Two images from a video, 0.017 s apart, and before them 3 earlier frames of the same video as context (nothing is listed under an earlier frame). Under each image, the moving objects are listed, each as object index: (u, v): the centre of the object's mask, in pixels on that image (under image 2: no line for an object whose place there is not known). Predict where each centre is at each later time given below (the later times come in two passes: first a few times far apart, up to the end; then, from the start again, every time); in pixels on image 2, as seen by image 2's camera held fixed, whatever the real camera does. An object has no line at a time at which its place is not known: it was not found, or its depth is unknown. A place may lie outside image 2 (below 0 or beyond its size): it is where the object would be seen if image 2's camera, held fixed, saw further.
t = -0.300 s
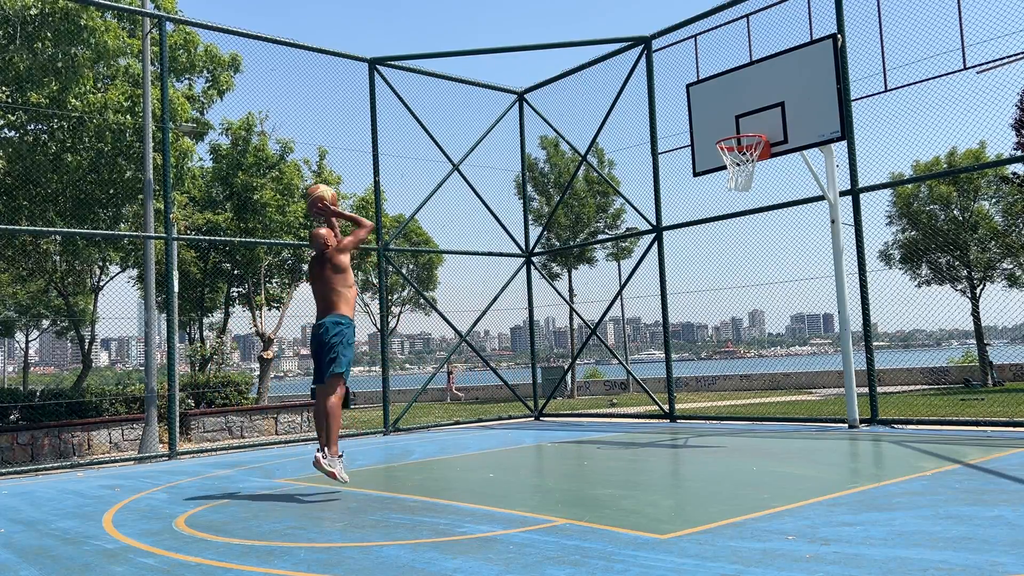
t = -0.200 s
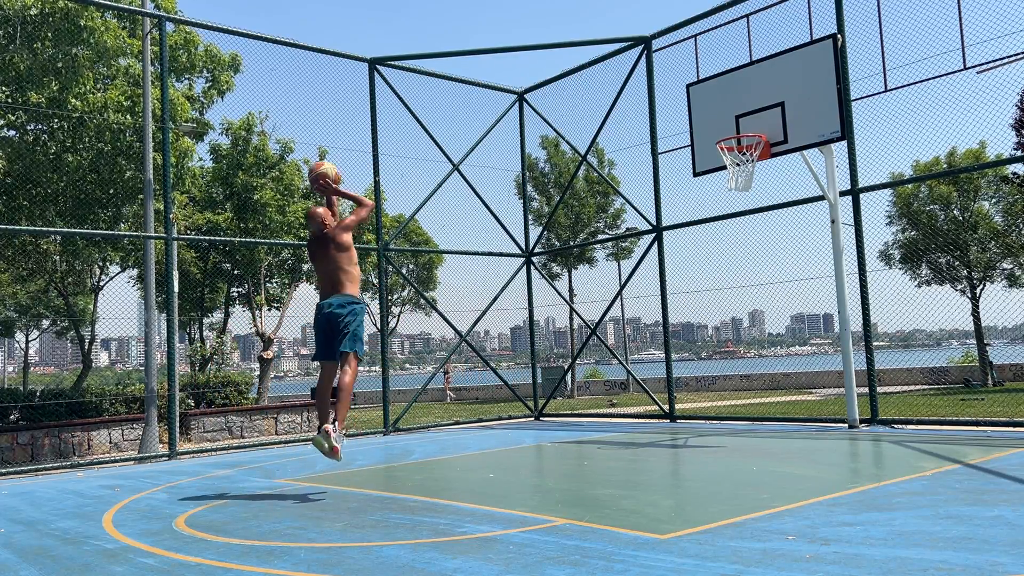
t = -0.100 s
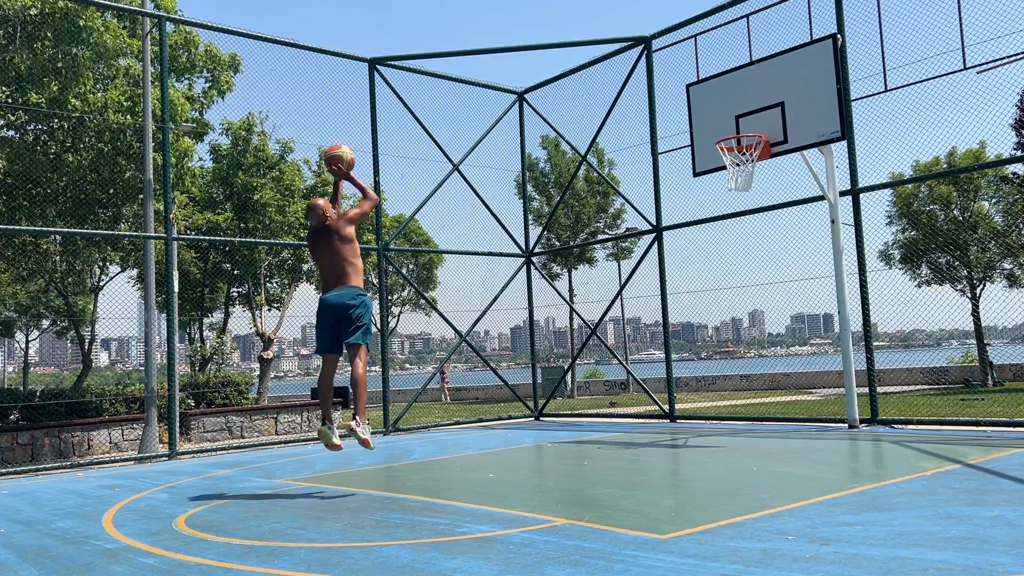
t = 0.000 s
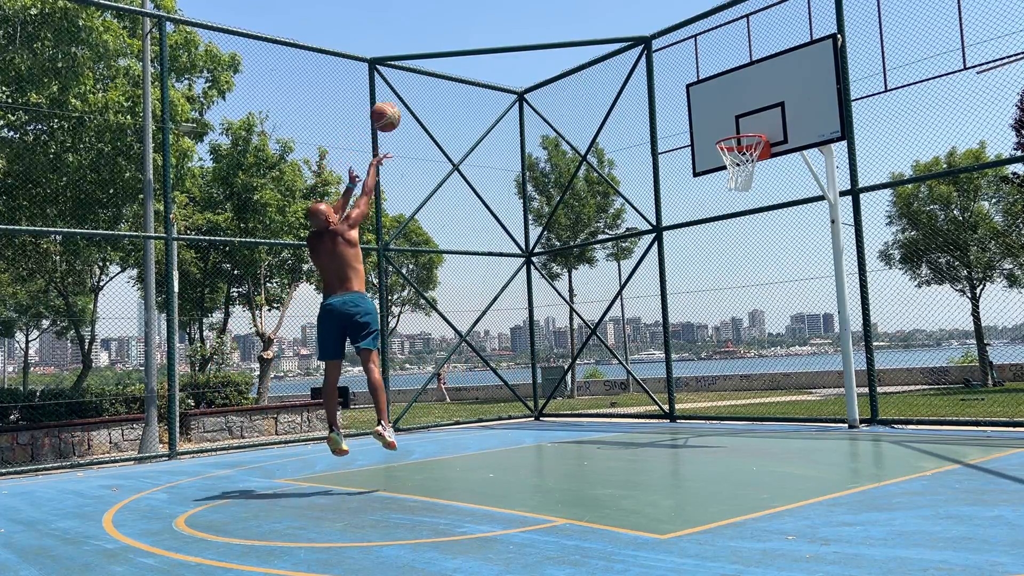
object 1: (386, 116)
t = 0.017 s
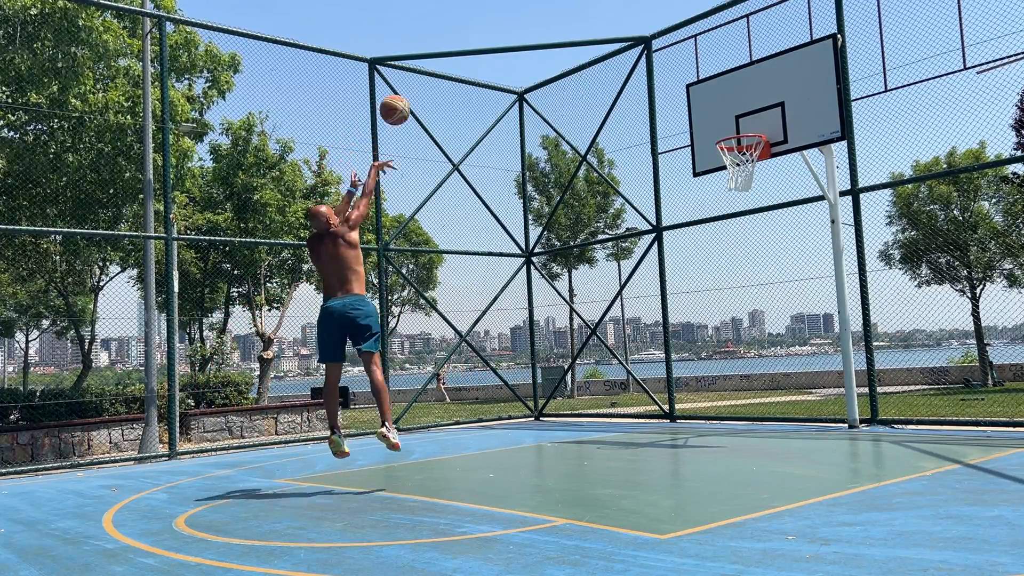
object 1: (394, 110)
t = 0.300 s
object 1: (540, 49)
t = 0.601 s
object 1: (669, 78)
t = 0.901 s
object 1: (736, 152)
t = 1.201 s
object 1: (734, 180)
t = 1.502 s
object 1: (743, 296)
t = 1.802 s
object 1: (753, 384)
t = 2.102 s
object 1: (755, 272)
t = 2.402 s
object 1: (762, 245)
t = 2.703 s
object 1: (774, 298)
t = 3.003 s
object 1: (790, 421)
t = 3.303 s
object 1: (785, 323)
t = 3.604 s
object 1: (785, 303)
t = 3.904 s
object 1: (780, 339)
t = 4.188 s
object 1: (759, 402)
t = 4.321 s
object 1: (744, 396)
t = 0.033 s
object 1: (404, 103)
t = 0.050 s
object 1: (413, 97)
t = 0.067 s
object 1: (423, 91)
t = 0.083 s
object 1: (431, 86)
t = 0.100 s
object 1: (440, 81)
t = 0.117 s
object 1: (449, 77)
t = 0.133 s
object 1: (458, 72)
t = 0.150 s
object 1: (467, 69)
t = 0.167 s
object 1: (475, 65)
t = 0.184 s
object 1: (483, 62)
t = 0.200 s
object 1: (492, 59)
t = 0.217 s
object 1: (500, 57)
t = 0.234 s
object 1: (508, 55)
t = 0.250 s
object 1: (516, 52)
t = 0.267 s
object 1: (524, 51)
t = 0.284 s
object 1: (532, 49)
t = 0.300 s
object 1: (540, 49)
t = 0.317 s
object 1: (547, 48)
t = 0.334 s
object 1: (555, 48)
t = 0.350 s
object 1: (563, 48)
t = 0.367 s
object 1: (570, 48)
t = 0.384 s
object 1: (578, 48)
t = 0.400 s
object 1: (585, 49)
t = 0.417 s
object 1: (593, 51)
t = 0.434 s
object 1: (600, 51)
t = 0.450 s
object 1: (607, 53)
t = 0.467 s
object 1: (614, 55)
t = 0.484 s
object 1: (621, 57)
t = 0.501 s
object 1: (628, 59)
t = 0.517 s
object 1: (635, 62)
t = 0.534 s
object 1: (642, 65)
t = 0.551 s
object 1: (649, 68)
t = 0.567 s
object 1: (656, 71)
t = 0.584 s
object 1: (662, 74)
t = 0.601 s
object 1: (669, 78)
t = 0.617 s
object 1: (676, 82)
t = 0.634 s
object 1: (682, 87)
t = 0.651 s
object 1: (689, 92)
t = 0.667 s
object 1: (696, 96)
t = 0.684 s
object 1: (702, 101)
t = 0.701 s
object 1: (708, 106)
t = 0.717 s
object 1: (715, 112)
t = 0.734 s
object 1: (721, 118)
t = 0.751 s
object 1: (727, 123)
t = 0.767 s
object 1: (734, 127)
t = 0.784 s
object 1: (739, 130)
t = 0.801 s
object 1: (746, 140)
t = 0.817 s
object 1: (746, 143)
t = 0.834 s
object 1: (744, 144)
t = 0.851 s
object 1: (744, 150)
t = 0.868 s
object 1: (740, 154)
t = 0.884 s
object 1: (738, 153)
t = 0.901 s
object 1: (736, 152)
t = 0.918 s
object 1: (733, 150)
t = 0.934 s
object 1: (730, 150)
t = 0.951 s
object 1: (732, 150)
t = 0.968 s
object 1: (730, 155)
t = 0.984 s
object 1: (730, 155)
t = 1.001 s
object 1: (730, 153)
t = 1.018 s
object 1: (730, 153)
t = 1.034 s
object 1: (730, 154)
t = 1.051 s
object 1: (730, 155)
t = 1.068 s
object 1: (731, 156)
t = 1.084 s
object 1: (731, 159)
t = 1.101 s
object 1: (731, 161)
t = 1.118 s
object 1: (732, 163)
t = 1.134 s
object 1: (732, 167)
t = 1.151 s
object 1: (733, 169)
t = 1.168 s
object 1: (733, 173)
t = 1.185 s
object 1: (733, 177)
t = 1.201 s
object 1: (734, 180)
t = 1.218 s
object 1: (734, 185)
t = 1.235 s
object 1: (734, 189)
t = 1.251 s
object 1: (735, 194)
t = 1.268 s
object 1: (735, 199)
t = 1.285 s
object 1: (736, 204)
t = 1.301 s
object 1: (736, 210)
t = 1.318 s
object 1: (737, 215)
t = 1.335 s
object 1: (737, 222)
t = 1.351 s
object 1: (738, 228)
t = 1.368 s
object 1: (738, 234)
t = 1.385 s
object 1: (739, 241)
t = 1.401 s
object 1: (739, 248)
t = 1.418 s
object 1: (740, 256)
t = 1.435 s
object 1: (740, 263)
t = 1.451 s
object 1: (741, 271)
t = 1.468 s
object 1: (741, 279)
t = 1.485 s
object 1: (742, 287)
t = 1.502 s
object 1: (743, 296)
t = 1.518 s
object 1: (744, 304)
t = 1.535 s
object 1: (744, 314)
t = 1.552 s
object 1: (745, 323)
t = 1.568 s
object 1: (746, 333)
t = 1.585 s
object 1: (747, 342)
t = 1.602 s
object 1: (747, 353)
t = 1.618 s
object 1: (748, 363)
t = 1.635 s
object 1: (749, 374)
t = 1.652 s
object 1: (749, 385)
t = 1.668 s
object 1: (750, 396)
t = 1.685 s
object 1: (751, 407)
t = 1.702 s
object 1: (752, 419)
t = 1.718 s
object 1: (752, 430)
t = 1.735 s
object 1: (753, 422)
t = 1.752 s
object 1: (753, 412)
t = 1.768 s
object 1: (752, 402)
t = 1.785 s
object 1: (753, 393)
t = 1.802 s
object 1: (753, 384)
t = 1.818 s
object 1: (753, 376)
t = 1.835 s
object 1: (753, 367)
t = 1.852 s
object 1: (752, 359)
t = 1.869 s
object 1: (753, 351)
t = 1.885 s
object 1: (752, 343)
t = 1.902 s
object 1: (752, 336)
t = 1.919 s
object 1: (753, 329)
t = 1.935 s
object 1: (753, 323)
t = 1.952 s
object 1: (753, 317)
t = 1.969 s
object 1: (753, 310)
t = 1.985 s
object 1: (753, 304)
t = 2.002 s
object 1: (753, 299)
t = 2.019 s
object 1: (753, 293)
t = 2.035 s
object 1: (754, 289)
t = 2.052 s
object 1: (754, 284)
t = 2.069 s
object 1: (754, 280)
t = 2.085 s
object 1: (755, 275)
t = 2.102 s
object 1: (755, 272)
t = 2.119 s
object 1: (755, 268)
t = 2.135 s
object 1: (755, 264)
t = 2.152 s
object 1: (755, 261)
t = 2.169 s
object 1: (756, 259)
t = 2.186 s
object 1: (756, 256)
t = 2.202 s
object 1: (757, 253)
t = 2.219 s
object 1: (757, 251)
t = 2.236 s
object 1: (757, 250)
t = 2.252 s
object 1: (758, 248)
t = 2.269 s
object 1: (758, 247)
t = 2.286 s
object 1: (759, 246)
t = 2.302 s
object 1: (759, 245)
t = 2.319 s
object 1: (760, 244)
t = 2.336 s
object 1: (760, 244)
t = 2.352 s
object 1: (761, 244)
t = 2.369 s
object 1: (761, 244)
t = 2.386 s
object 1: (761, 245)
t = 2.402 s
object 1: (762, 245)
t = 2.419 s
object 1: (762, 246)
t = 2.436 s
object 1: (763, 248)
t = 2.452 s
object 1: (764, 249)
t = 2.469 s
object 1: (764, 251)
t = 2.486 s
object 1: (765, 252)
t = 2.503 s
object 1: (766, 254)
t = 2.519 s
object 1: (766, 257)
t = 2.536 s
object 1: (767, 259)
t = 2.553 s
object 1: (767, 262)
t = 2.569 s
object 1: (768, 265)
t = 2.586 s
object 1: (769, 269)
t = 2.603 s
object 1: (769, 272)
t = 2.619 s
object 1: (770, 276)
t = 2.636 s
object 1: (771, 280)
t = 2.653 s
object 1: (772, 284)
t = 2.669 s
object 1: (772, 288)
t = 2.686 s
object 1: (773, 293)
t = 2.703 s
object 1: (774, 298)
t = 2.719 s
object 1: (775, 303)
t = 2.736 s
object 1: (775, 308)
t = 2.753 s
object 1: (776, 314)
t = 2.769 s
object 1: (777, 320)
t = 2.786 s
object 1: (778, 325)
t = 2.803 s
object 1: (779, 331)
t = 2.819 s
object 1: (779, 338)
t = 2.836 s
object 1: (780, 345)
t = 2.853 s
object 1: (781, 351)
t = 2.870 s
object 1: (783, 359)
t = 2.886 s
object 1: (783, 366)
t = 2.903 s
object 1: (784, 373)
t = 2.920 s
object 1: (785, 382)
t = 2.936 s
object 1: (786, 389)
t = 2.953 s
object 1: (786, 397)
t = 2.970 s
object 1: (787, 406)
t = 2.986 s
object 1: (788, 415)
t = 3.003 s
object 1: (790, 421)
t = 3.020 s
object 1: (790, 413)
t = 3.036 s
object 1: (788, 406)
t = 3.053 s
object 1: (789, 399)
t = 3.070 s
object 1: (788, 392)
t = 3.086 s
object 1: (787, 385)
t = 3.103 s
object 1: (787, 379)
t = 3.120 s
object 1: (787, 372)
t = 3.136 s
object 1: (787, 367)
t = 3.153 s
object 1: (786, 361)
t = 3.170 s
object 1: (786, 356)
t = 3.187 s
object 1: (786, 351)
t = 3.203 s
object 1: (786, 346)
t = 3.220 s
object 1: (786, 342)
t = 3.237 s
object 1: (785, 338)
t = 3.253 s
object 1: (785, 333)
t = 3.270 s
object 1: (785, 330)
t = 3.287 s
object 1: (785, 326)
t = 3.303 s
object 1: (785, 323)
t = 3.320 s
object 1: (785, 319)
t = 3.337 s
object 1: (784, 317)
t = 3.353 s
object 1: (784, 314)
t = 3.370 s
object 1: (784, 312)
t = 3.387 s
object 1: (784, 310)
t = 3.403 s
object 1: (784, 308)
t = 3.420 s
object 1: (784, 306)
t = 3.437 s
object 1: (784, 305)
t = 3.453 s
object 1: (784, 304)
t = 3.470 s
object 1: (784, 303)
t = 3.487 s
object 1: (785, 302)
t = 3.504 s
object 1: (785, 301)
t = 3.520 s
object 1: (785, 301)
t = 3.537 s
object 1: (785, 301)
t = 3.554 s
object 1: (785, 301)
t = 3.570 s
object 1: (785, 301)
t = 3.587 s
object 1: (785, 302)
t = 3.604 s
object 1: (785, 303)
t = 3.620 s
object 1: (786, 304)
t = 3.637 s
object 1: (786, 305)
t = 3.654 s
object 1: (786, 306)
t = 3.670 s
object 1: (786, 308)
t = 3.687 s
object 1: (786, 309)
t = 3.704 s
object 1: (785, 310)
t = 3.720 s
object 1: (785, 312)
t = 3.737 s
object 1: (784, 313)
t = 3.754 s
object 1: (784, 316)
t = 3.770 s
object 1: (784, 318)
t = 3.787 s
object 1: (784, 320)
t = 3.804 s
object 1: (783, 323)
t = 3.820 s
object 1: (783, 325)
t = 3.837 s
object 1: (782, 328)
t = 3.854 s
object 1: (782, 331)
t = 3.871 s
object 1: (782, 334)
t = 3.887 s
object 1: (781, 337)
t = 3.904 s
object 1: (780, 339)
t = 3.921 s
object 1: (779, 342)
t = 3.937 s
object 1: (778, 346)
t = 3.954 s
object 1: (778, 349)
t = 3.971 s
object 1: (776, 351)
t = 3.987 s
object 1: (775, 354)
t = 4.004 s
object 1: (774, 357)
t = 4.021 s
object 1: (773, 359)
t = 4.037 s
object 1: (771, 363)
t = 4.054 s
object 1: (770, 366)
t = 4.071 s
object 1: (768, 370)
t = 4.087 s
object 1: (767, 373)
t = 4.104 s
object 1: (765, 378)
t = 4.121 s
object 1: (765, 382)
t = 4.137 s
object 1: (764, 387)
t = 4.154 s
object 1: (762, 392)
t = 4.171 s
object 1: (761, 397)
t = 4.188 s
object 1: (759, 402)
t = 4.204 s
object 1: (759, 408)
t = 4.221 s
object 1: (758, 413)
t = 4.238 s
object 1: (756, 418)
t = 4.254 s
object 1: (754, 414)
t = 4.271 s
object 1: (751, 409)
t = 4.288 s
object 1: (749, 404)
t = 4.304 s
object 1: (746, 400)
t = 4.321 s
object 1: (744, 396)
